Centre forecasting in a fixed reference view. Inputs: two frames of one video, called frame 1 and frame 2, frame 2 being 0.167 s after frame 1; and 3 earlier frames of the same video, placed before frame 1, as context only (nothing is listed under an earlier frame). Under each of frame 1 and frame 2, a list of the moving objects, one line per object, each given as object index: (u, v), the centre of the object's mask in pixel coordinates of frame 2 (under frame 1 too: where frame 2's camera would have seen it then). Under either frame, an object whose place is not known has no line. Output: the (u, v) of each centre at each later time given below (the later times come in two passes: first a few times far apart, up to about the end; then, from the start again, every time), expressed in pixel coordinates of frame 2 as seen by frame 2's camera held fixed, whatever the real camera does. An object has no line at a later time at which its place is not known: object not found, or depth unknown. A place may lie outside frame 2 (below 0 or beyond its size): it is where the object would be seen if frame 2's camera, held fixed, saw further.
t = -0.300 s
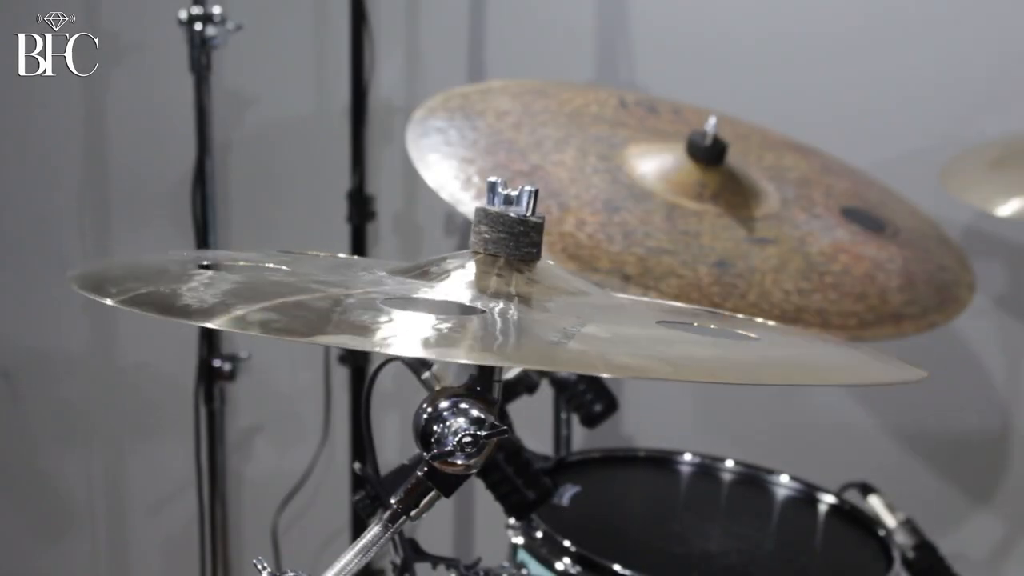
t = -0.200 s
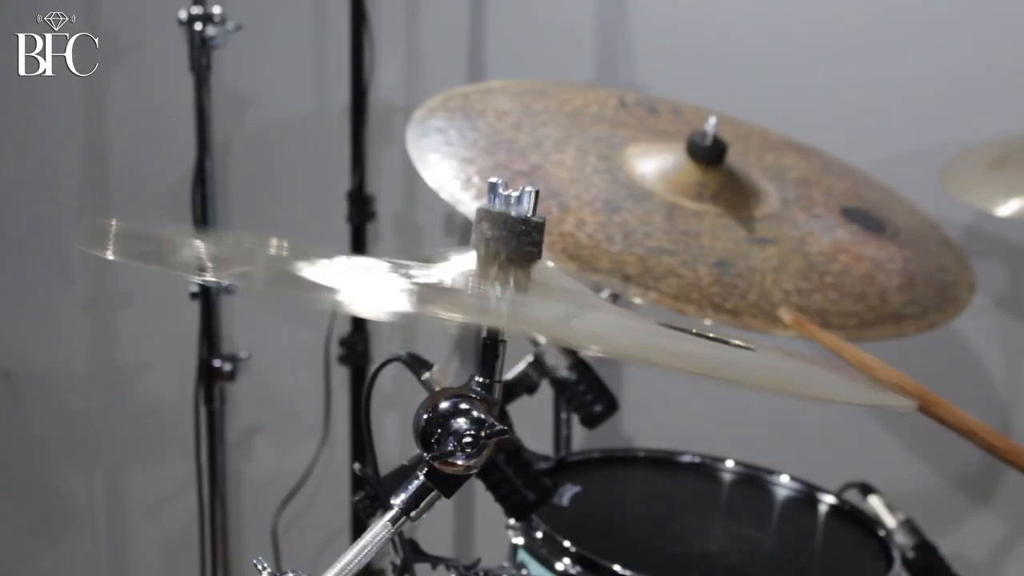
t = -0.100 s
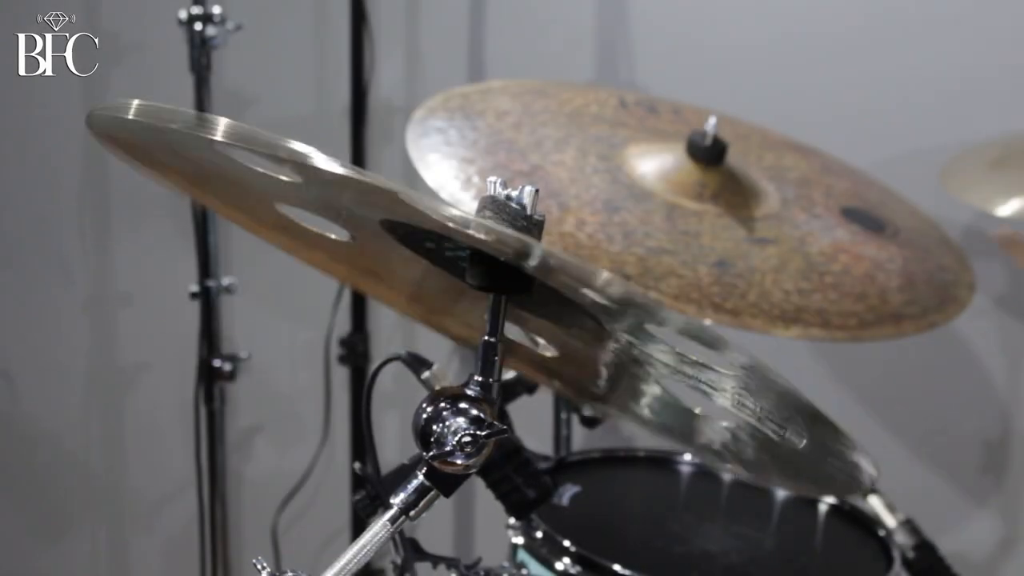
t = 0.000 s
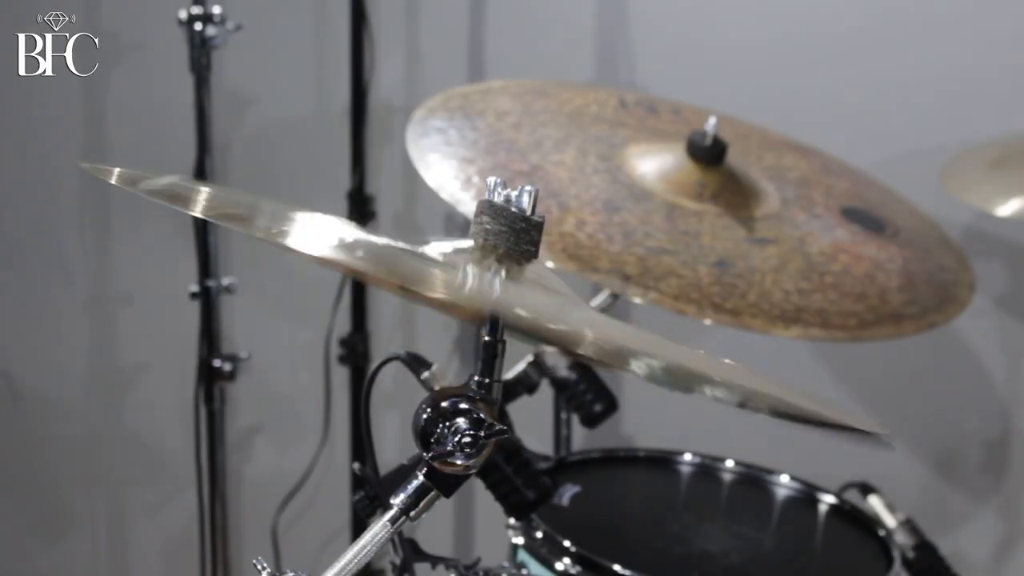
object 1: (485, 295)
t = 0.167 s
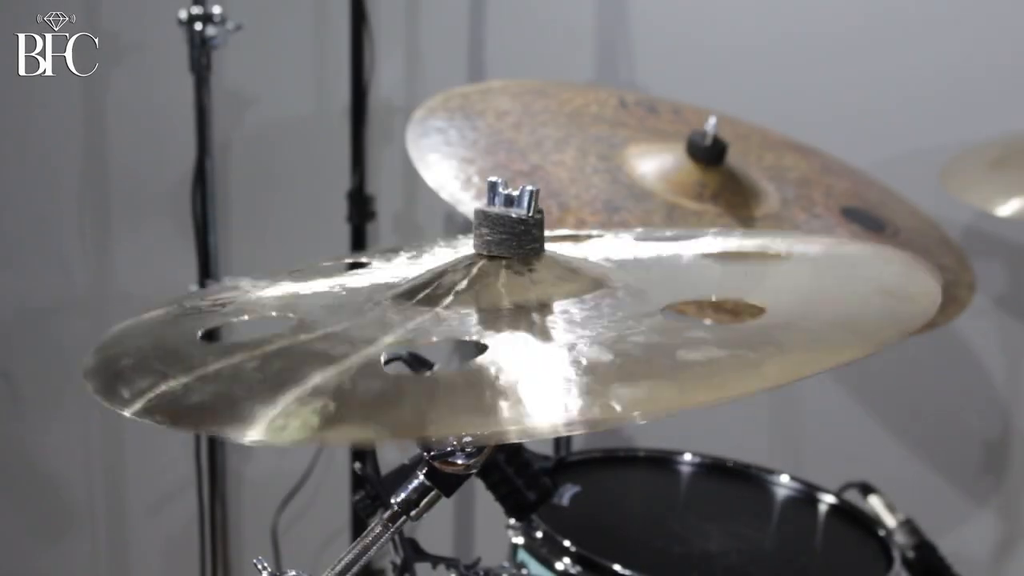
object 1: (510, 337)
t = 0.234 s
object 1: (508, 333)
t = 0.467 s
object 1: (496, 301)
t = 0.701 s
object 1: (476, 310)
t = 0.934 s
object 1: (495, 323)
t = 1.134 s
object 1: (475, 309)
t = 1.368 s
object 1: (479, 315)
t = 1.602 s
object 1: (484, 318)
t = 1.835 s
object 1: (478, 316)
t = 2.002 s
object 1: (479, 316)
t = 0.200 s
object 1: (517, 334)
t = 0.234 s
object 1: (508, 333)
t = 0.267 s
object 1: (501, 333)
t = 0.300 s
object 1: (507, 330)
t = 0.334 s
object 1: (513, 327)
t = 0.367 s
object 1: (501, 323)
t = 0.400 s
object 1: (466, 315)
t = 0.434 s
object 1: (458, 302)
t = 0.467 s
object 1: (496, 301)
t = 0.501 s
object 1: (508, 303)
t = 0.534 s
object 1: (508, 304)
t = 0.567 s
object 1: (515, 306)
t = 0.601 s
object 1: (509, 302)
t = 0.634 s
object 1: (482, 295)
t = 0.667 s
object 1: (479, 303)
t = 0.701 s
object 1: (476, 310)
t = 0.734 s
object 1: (474, 317)
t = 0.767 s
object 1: (488, 322)
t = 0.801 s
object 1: (488, 323)
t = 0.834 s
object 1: (485, 325)
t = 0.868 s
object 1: (488, 326)
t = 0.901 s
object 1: (494, 325)
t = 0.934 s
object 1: (495, 323)
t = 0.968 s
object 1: (491, 322)
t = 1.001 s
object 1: (486, 321)
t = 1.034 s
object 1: (490, 319)
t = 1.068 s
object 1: (490, 316)
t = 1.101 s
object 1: (481, 312)
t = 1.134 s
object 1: (475, 309)
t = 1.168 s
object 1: (473, 307)
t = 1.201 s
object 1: (471, 306)
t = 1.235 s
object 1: (471, 307)
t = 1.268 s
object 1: (470, 308)
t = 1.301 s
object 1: (472, 310)
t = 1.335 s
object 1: (475, 312)
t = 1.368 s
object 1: (479, 315)
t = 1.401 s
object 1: (480, 317)
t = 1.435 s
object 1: (483, 318)
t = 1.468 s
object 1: (486, 319)
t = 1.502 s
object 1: (486, 319)
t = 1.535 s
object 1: (484, 318)
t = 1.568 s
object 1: (483, 318)
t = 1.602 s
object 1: (484, 318)
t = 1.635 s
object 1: (485, 317)
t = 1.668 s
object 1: (481, 316)
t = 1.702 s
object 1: (480, 316)
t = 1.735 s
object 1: (479, 316)
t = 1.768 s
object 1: (480, 316)
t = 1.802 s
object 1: (480, 316)
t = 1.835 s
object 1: (478, 316)
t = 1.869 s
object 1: (477, 316)
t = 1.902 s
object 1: (478, 316)
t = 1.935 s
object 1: (480, 317)
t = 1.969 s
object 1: (479, 317)
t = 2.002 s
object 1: (479, 316)
